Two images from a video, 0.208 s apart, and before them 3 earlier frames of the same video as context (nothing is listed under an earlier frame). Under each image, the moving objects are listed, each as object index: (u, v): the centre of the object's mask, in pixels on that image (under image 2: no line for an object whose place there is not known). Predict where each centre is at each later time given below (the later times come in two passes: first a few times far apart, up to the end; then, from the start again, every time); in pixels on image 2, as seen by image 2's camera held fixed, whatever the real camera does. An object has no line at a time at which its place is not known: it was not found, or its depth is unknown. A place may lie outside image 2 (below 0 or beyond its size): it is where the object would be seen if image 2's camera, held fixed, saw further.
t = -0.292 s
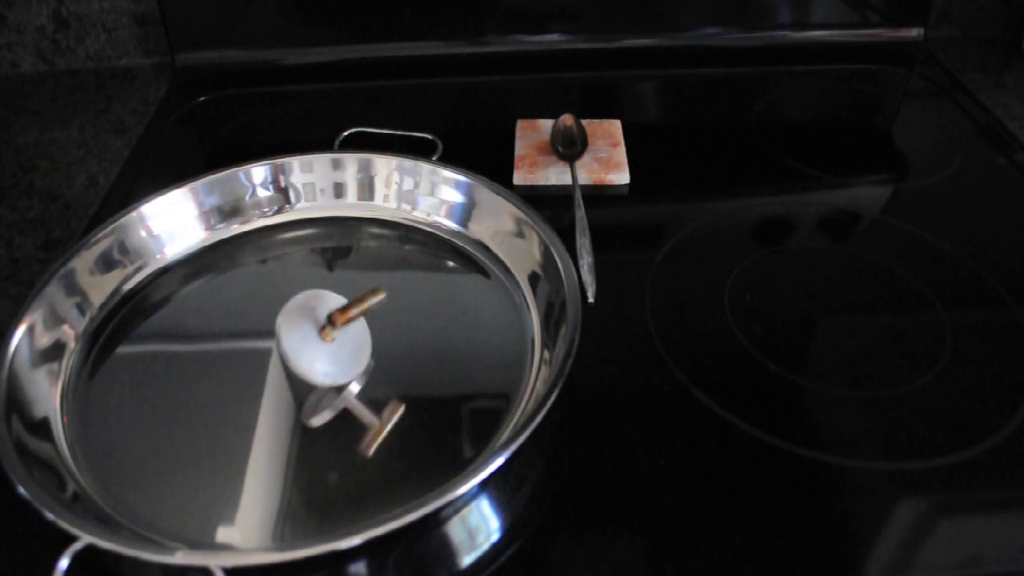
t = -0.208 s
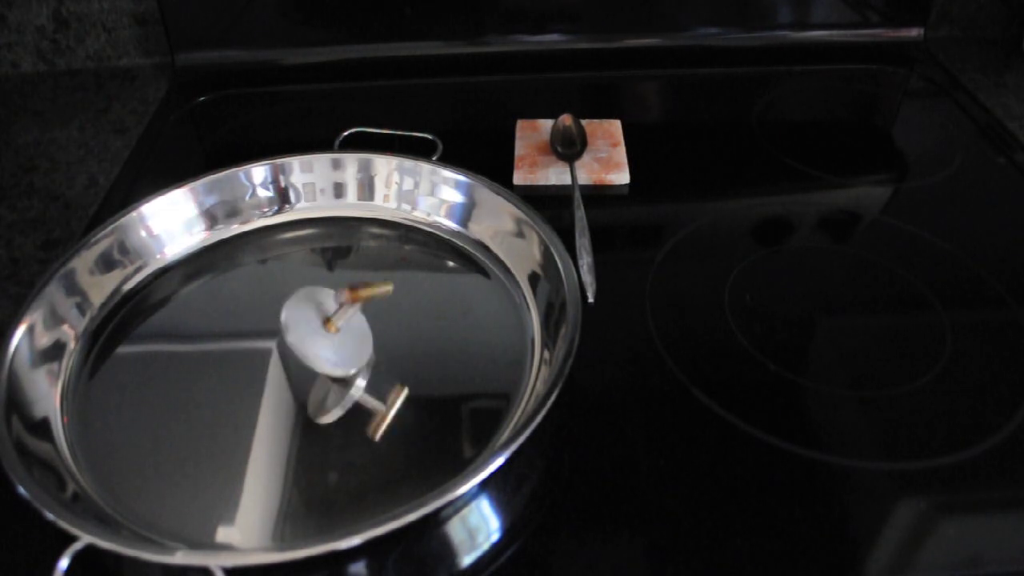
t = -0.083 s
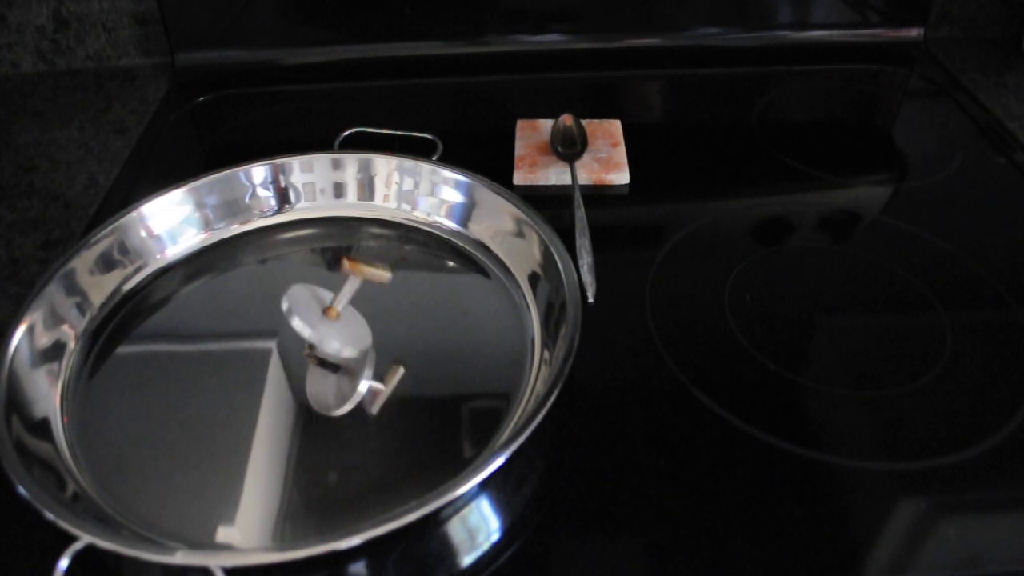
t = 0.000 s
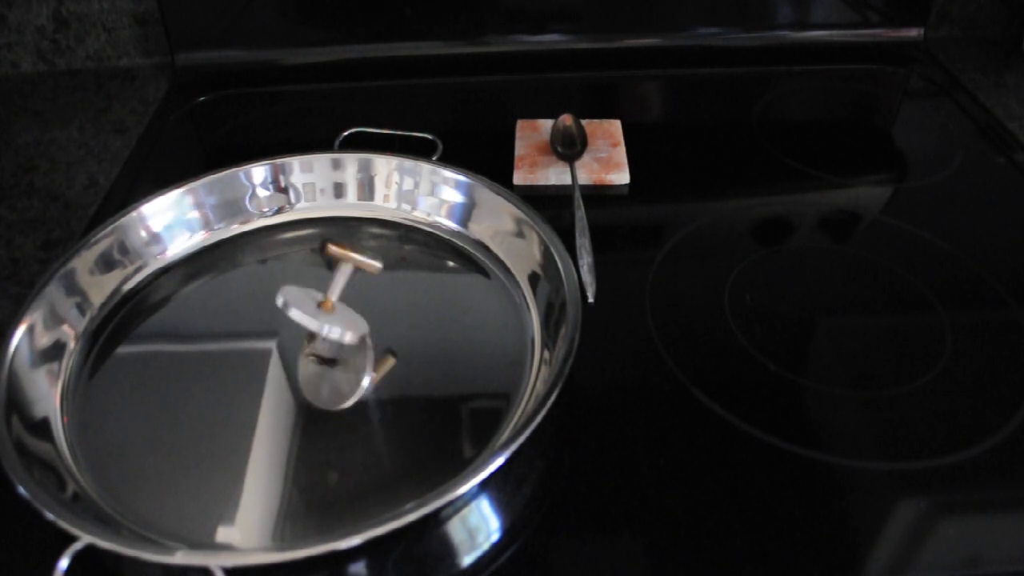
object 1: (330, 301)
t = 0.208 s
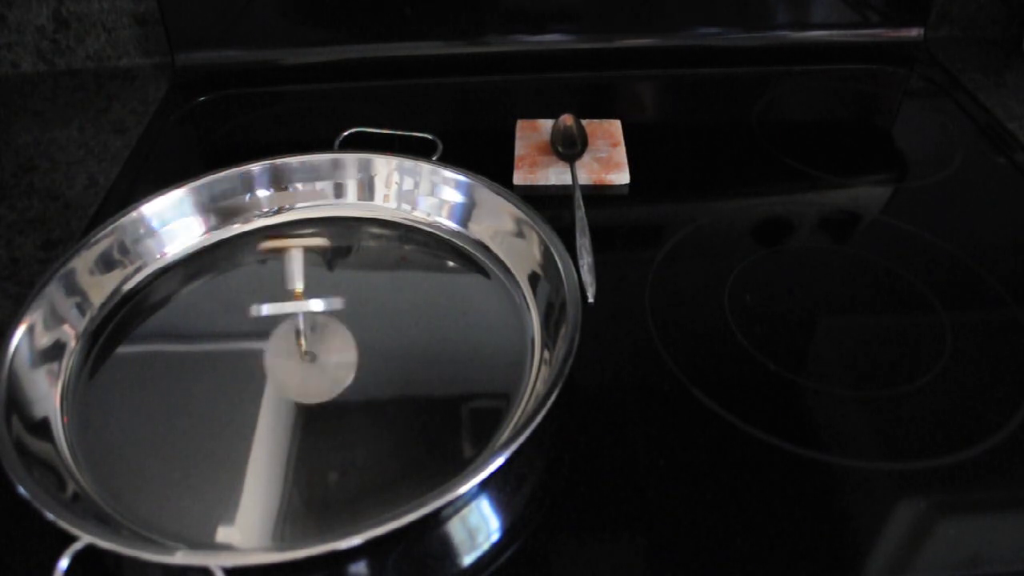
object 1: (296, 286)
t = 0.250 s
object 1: (287, 288)
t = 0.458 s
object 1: (256, 316)
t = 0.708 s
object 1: (262, 346)
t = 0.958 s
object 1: (295, 353)
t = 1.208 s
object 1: (327, 334)
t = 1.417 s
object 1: (330, 306)
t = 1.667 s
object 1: (295, 289)
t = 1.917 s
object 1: (256, 304)
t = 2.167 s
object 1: (254, 341)
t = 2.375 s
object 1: (287, 354)
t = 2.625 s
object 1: (324, 339)
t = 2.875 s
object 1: (332, 307)
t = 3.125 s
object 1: (308, 288)
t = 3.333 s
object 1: (272, 298)
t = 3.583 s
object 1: (250, 333)
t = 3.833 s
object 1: (285, 354)
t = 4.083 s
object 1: (318, 344)
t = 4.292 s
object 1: (333, 323)
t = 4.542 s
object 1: (322, 291)
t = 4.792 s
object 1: (274, 297)
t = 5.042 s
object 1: (253, 330)
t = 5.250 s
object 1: (268, 349)
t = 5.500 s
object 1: (303, 351)
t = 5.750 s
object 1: (332, 327)
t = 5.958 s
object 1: (326, 296)
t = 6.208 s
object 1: (280, 290)
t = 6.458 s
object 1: (251, 318)
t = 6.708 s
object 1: (267, 350)
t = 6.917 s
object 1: (302, 351)
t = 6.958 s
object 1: (308, 349)
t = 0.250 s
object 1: (287, 288)
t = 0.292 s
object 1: (278, 289)
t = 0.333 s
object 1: (271, 299)
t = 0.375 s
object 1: (265, 309)
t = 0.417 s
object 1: (258, 305)
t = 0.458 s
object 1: (256, 316)
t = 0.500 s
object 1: (253, 321)
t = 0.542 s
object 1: (251, 325)
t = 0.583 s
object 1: (254, 333)
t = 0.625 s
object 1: (254, 337)
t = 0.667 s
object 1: (258, 342)
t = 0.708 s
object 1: (262, 346)
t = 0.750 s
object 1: (267, 349)
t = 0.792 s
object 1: (272, 351)
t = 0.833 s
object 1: (277, 352)
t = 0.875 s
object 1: (284, 353)
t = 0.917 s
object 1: (290, 354)
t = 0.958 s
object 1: (295, 353)
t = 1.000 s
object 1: (301, 352)
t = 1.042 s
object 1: (307, 350)
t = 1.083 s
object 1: (312, 347)
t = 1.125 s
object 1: (318, 343)
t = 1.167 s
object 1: (323, 339)
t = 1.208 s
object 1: (327, 334)
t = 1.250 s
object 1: (331, 329)
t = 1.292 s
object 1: (334, 323)
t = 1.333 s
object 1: (333, 317)
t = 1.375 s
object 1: (332, 314)
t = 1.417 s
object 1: (330, 306)
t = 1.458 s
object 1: (326, 301)
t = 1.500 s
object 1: (322, 294)
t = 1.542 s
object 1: (316, 291)
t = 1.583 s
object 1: (310, 286)
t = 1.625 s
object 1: (302, 286)
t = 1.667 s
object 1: (295, 289)
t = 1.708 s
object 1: (286, 288)
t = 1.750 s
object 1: (278, 289)
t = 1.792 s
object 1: (272, 292)
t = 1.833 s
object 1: (268, 304)
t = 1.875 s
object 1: (263, 308)
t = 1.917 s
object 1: (256, 304)
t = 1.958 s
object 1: (252, 311)
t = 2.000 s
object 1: (248, 315)
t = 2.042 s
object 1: (247, 322)
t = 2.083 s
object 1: (250, 331)
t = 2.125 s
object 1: (251, 336)
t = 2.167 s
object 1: (254, 341)
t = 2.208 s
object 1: (259, 345)
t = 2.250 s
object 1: (266, 350)
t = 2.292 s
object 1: (273, 353)
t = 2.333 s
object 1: (279, 354)
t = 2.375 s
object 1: (287, 354)
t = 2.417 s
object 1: (295, 353)
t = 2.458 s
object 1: (302, 352)
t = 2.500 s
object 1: (308, 349)
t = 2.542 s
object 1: (314, 347)
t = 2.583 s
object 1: (319, 343)
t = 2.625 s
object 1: (324, 339)
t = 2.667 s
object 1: (329, 333)
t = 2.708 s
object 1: (333, 327)
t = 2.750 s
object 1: (334, 322)
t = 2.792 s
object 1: (335, 316)
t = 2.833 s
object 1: (334, 313)
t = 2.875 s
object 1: (332, 307)
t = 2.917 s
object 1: (331, 302)
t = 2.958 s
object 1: (328, 297)
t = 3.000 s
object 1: (324, 293)
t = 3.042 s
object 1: (319, 292)
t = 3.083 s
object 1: (314, 290)
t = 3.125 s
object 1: (308, 288)
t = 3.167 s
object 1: (301, 288)
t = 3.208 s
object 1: (295, 293)
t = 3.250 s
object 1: (287, 294)
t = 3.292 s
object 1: (280, 295)
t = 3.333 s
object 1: (272, 298)
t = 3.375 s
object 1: (267, 310)
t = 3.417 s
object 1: (259, 306)
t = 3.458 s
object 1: (254, 311)
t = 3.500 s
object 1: (249, 318)
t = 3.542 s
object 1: (247, 325)
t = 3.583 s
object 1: (250, 333)
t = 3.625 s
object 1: (254, 339)
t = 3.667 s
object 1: (257, 343)
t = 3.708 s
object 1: (262, 347)
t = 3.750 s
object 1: (269, 351)
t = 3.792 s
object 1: (278, 354)
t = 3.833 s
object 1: (285, 354)
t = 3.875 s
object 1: (291, 354)
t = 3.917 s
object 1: (296, 353)
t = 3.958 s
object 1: (302, 352)
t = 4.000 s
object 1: (307, 350)
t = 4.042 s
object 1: (313, 347)
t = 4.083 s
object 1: (318, 344)
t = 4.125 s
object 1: (322, 341)
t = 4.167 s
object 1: (326, 337)
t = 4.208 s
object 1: (328, 334)
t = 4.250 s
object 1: (331, 328)
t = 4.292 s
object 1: (333, 323)
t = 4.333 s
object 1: (334, 319)
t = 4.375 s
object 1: (334, 315)
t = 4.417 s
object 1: (333, 308)
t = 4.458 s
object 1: (330, 301)
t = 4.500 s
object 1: (327, 296)
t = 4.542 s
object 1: (322, 291)
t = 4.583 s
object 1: (315, 284)
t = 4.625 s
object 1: (307, 286)
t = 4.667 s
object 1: (299, 285)
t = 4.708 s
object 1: (290, 288)
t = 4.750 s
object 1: (281, 292)
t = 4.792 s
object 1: (274, 297)
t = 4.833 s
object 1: (266, 306)
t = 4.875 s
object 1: (262, 310)
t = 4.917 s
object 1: (257, 311)
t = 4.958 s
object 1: (256, 319)
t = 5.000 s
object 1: (253, 323)
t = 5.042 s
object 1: (253, 330)
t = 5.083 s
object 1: (255, 336)
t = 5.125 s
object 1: (256, 339)
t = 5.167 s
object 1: (258, 343)
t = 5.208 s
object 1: (263, 347)
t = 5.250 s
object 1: (268, 349)
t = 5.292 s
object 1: (274, 351)
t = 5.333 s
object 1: (279, 353)
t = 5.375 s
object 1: (286, 354)
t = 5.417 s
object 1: (291, 354)
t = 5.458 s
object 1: (297, 353)
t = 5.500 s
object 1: (303, 351)
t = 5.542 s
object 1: (309, 349)
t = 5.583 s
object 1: (315, 345)
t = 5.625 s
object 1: (321, 341)
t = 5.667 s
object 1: (325, 336)
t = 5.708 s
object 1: (329, 332)
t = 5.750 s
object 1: (332, 327)
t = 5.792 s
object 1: (333, 321)
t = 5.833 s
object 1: (332, 316)
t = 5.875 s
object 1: (331, 308)
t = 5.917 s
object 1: (329, 302)
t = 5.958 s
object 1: (326, 296)
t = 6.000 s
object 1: (321, 292)
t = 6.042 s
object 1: (315, 292)
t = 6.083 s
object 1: (302, 288)
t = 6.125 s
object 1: (294, 287)
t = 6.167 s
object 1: (286, 288)
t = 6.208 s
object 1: (280, 290)
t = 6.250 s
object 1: (273, 293)
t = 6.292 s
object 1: (267, 298)
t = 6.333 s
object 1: (262, 307)
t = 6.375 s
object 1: (259, 308)
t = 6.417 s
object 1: (254, 313)
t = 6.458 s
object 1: (251, 318)
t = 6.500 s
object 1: (250, 324)
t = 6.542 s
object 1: (250, 330)
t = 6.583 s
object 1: (252, 336)
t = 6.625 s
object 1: (255, 341)
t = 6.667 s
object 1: (260, 346)
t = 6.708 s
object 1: (267, 350)
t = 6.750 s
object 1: (263, 351)
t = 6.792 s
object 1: (270, 353)
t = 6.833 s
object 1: (277, 353)
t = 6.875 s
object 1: (295, 353)
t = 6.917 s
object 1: (302, 351)
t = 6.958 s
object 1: (308, 349)
